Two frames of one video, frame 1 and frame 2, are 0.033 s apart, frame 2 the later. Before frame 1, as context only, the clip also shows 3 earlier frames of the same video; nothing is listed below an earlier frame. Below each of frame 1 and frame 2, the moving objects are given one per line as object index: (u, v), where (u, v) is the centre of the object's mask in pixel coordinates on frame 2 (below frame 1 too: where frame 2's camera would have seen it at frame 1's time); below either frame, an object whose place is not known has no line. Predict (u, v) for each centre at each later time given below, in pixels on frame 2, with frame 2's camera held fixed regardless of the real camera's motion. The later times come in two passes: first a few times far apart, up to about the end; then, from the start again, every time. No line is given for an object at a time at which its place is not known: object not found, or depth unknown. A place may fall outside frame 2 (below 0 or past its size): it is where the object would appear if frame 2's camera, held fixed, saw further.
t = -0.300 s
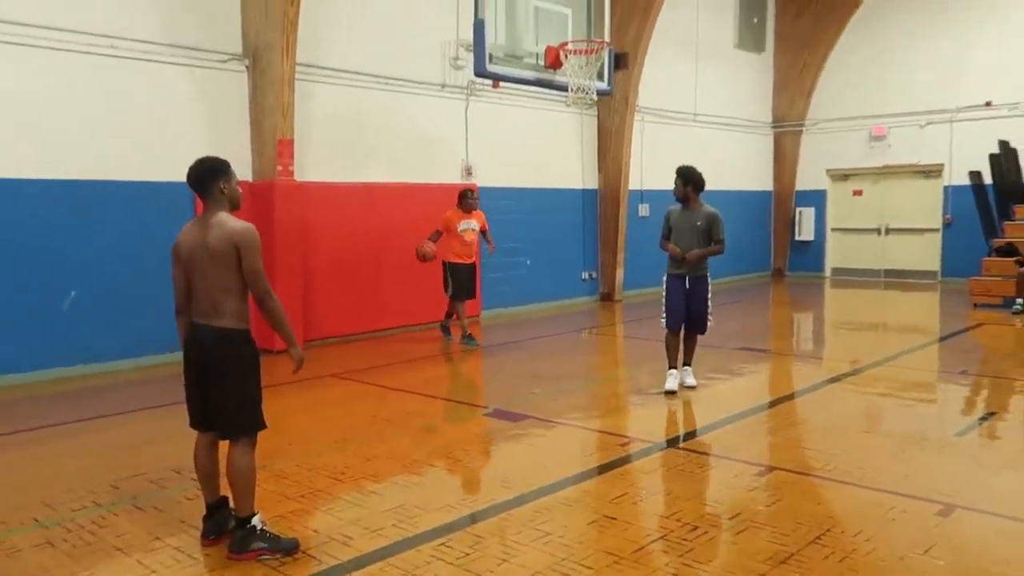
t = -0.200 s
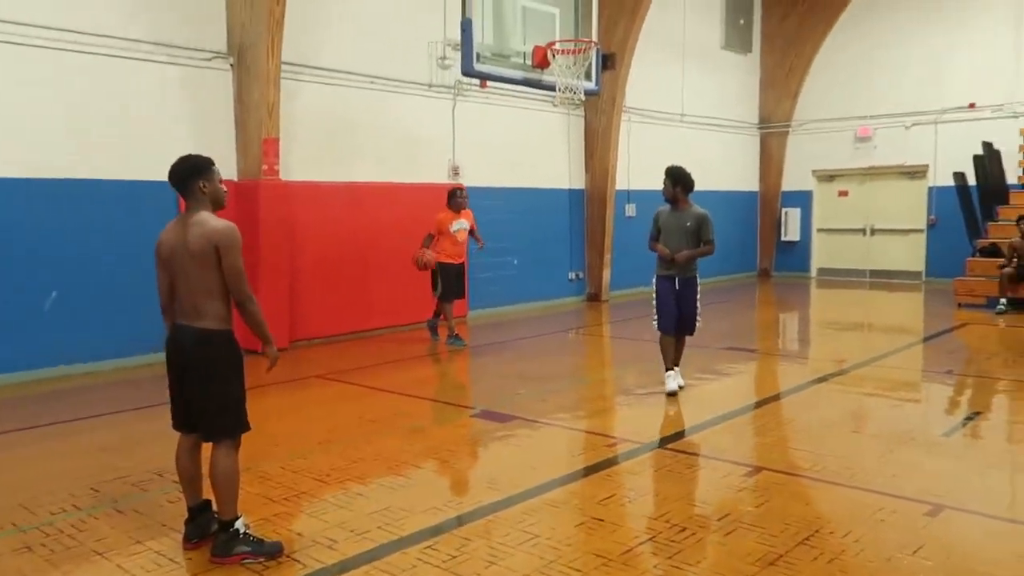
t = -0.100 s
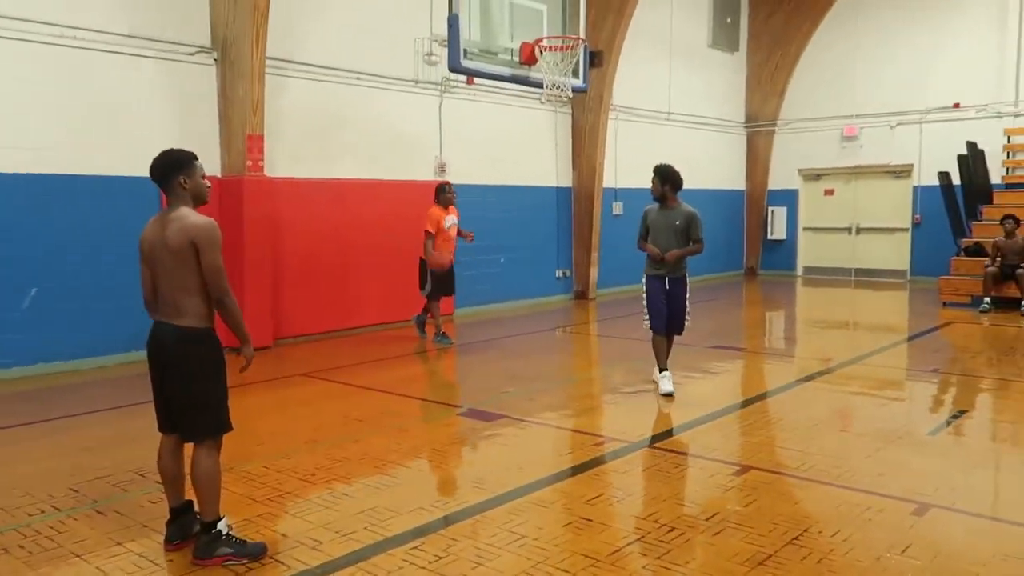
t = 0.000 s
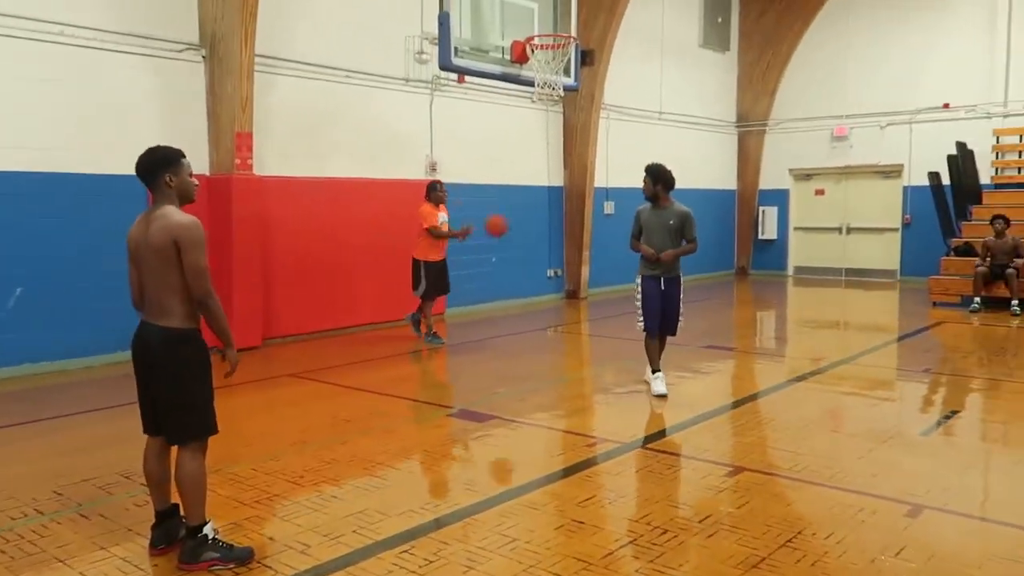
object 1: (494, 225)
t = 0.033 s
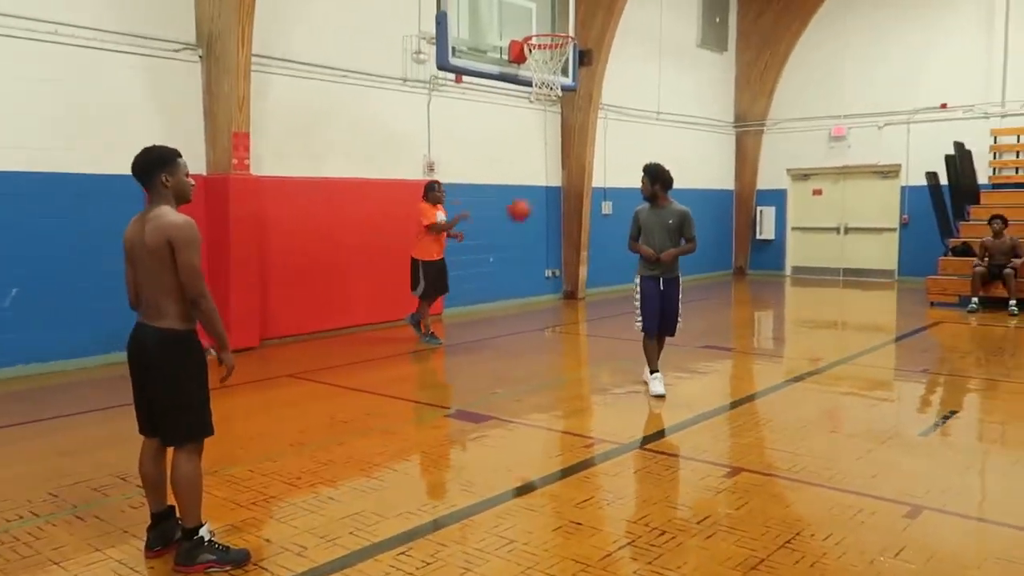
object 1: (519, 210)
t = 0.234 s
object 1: (671, 137)
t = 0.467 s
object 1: (857, 104)
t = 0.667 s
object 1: (1019, 121)
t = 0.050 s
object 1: (532, 202)
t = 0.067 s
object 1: (544, 196)
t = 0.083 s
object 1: (556, 189)
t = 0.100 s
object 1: (569, 181)
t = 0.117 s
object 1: (581, 176)
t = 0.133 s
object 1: (594, 170)
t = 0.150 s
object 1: (607, 164)
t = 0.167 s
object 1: (619, 158)
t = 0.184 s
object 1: (632, 152)
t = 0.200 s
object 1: (645, 147)
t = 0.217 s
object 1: (658, 142)
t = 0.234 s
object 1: (671, 137)
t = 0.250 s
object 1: (684, 133)
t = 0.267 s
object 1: (697, 130)
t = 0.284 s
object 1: (710, 126)
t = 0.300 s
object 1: (723, 123)
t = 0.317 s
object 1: (736, 120)
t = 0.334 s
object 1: (750, 117)
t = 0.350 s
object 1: (763, 115)
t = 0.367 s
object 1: (776, 113)
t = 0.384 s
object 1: (790, 111)
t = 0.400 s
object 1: (803, 109)
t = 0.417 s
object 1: (817, 107)
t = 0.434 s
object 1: (830, 106)
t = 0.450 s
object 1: (843, 105)
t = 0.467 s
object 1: (857, 104)
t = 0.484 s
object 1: (871, 104)
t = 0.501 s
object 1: (884, 104)
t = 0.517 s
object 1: (898, 104)
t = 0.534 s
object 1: (911, 105)
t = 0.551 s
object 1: (925, 105)
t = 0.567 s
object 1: (938, 107)
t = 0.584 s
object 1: (952, 108)
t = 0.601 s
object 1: (965, 110)
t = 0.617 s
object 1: (979, 112)
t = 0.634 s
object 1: (992, 114)
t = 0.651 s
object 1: (1006, 117)
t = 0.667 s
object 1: (1019, 121)
